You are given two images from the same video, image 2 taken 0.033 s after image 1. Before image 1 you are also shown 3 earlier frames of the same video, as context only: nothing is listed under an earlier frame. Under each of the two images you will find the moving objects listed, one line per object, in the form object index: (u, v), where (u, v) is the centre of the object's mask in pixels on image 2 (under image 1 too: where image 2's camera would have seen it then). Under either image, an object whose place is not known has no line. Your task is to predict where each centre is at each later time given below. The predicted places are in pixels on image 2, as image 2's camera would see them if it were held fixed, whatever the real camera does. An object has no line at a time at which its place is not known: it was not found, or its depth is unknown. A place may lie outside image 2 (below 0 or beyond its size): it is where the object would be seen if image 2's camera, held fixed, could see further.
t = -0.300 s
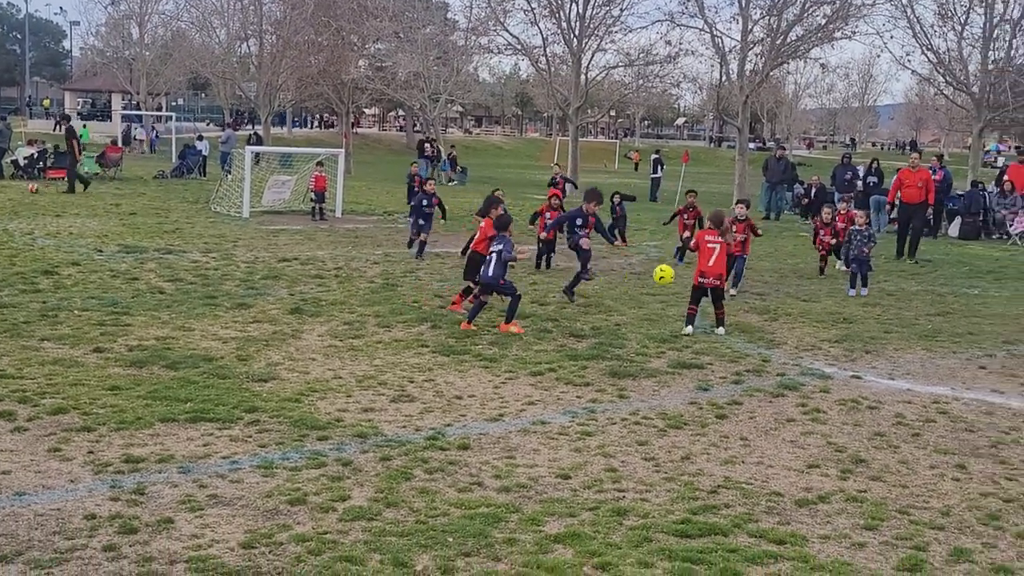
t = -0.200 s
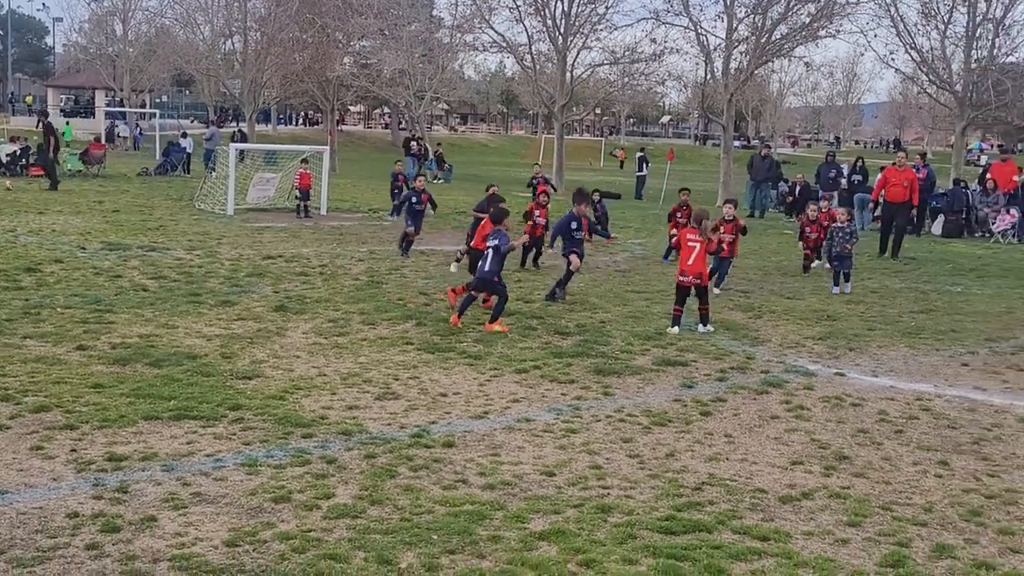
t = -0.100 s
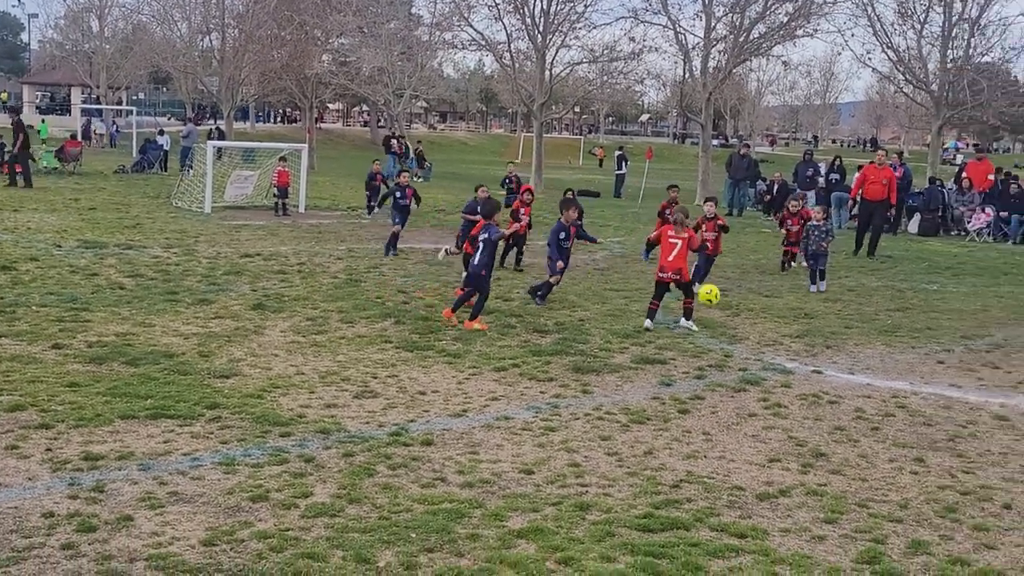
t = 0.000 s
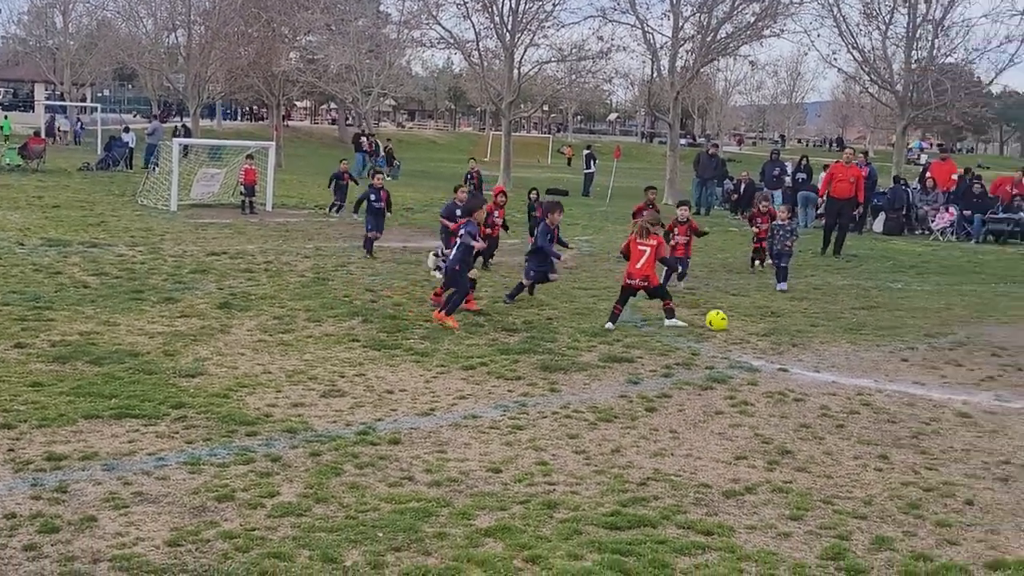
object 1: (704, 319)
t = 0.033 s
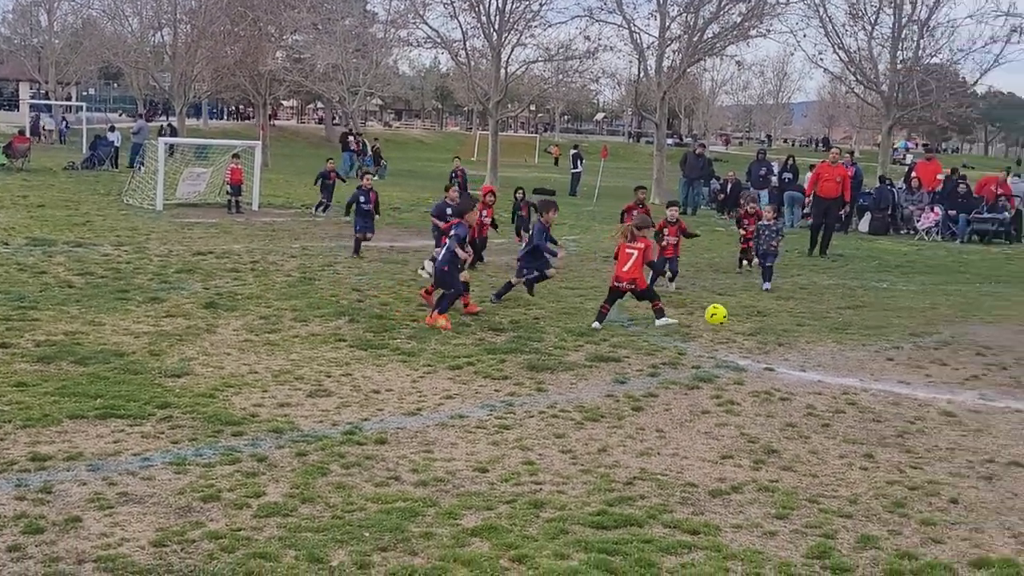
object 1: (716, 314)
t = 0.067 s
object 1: (728, 309)
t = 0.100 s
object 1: (739, 305)
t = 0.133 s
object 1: (750, 302)
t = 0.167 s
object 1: (762, 299)
